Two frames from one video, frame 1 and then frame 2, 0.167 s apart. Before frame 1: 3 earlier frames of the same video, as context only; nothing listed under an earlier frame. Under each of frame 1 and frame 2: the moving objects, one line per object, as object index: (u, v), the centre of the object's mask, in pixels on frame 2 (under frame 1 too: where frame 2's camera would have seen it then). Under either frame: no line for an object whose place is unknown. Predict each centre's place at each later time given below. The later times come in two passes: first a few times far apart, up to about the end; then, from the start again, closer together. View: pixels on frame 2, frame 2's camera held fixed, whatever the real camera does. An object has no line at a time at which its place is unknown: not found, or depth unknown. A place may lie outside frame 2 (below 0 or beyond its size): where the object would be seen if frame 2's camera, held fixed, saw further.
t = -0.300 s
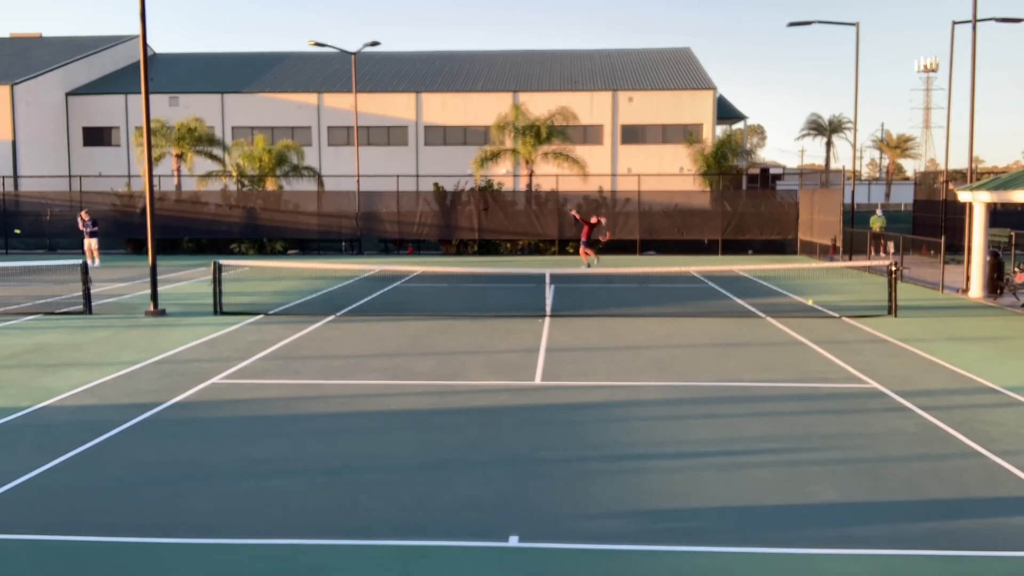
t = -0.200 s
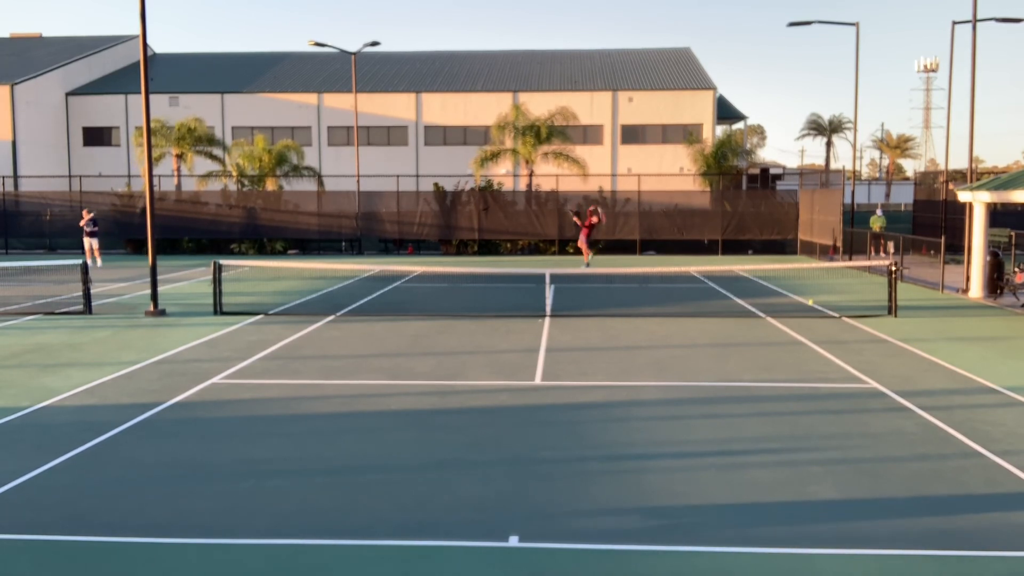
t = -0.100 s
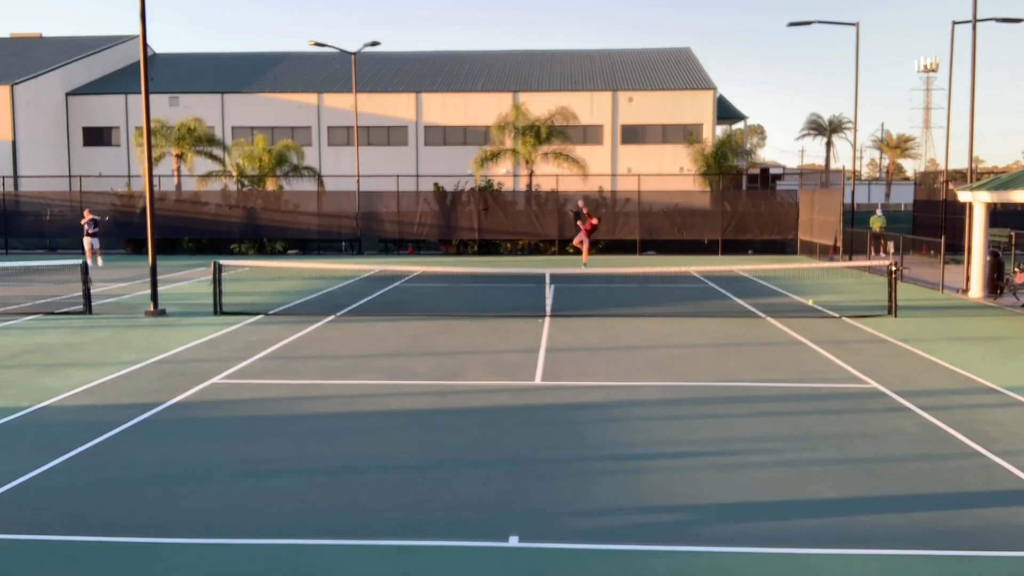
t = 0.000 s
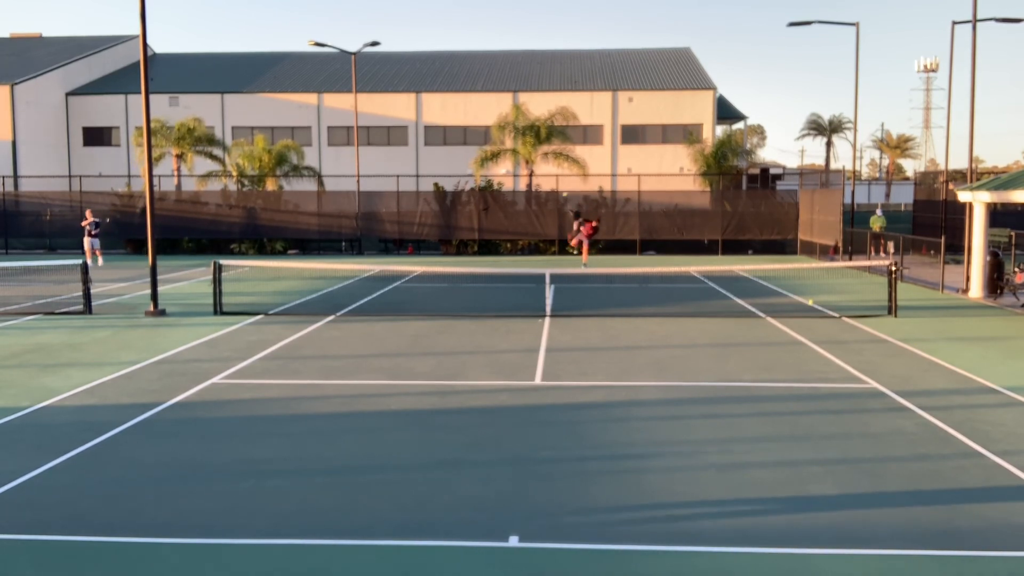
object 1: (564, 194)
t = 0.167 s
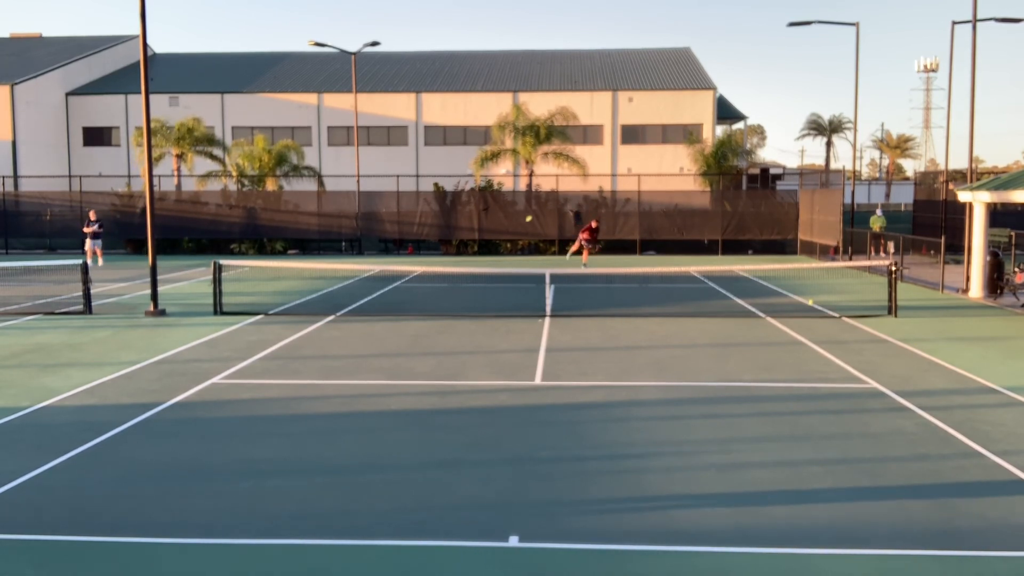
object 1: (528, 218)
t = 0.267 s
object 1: (505, 246)
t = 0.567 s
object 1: (411, 362)
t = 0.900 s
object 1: (263, 386)
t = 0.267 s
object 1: (505, 246)
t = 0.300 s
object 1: (495, 257)
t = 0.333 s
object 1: (485, 271)
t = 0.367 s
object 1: (476, 285)
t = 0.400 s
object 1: (466, 302)
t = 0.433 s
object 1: (455, 321)
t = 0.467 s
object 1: (443, 343)
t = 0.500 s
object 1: (431, 367)
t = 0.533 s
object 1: (421, 367)
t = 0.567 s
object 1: (411, 362)
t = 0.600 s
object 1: (401, 359)
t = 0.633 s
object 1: (390, 356)
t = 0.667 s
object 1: (379, 354)
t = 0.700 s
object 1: (366, 353)
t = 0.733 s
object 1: (352, 354)
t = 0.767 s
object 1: (338, 356)
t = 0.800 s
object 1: (321, 360)
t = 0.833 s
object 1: (303, 366)
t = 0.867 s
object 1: (284, 374)
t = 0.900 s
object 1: (263, 386)
